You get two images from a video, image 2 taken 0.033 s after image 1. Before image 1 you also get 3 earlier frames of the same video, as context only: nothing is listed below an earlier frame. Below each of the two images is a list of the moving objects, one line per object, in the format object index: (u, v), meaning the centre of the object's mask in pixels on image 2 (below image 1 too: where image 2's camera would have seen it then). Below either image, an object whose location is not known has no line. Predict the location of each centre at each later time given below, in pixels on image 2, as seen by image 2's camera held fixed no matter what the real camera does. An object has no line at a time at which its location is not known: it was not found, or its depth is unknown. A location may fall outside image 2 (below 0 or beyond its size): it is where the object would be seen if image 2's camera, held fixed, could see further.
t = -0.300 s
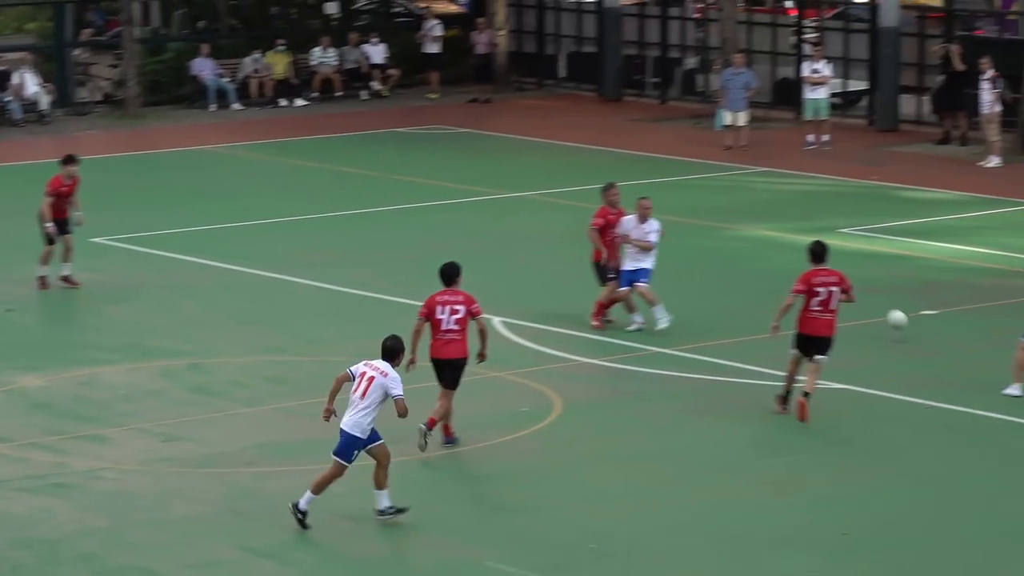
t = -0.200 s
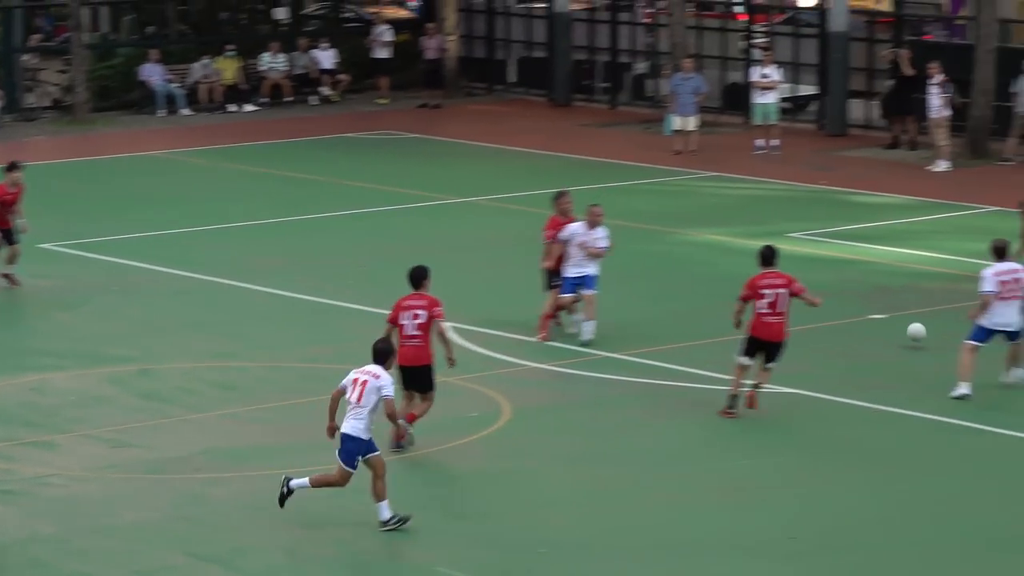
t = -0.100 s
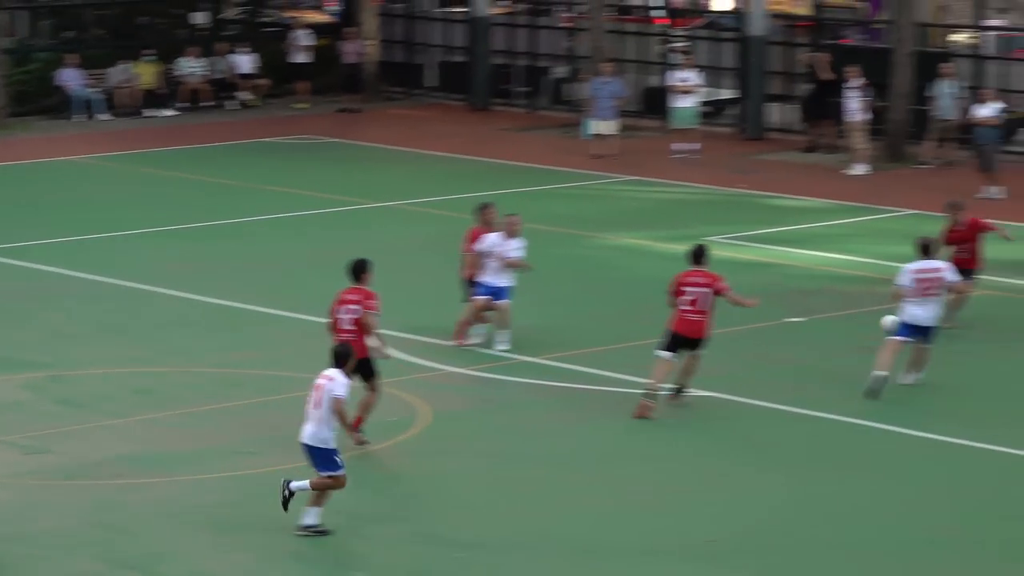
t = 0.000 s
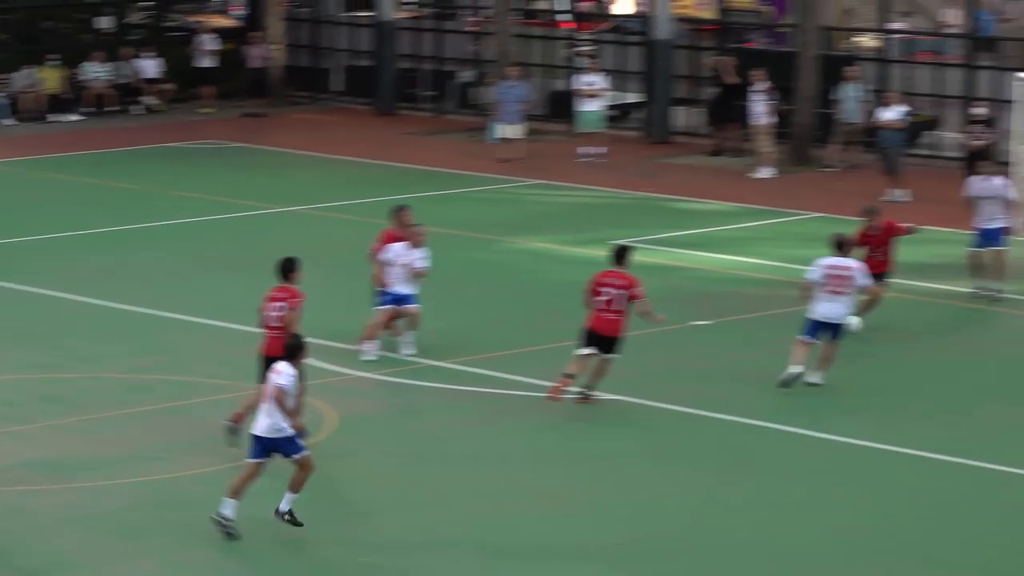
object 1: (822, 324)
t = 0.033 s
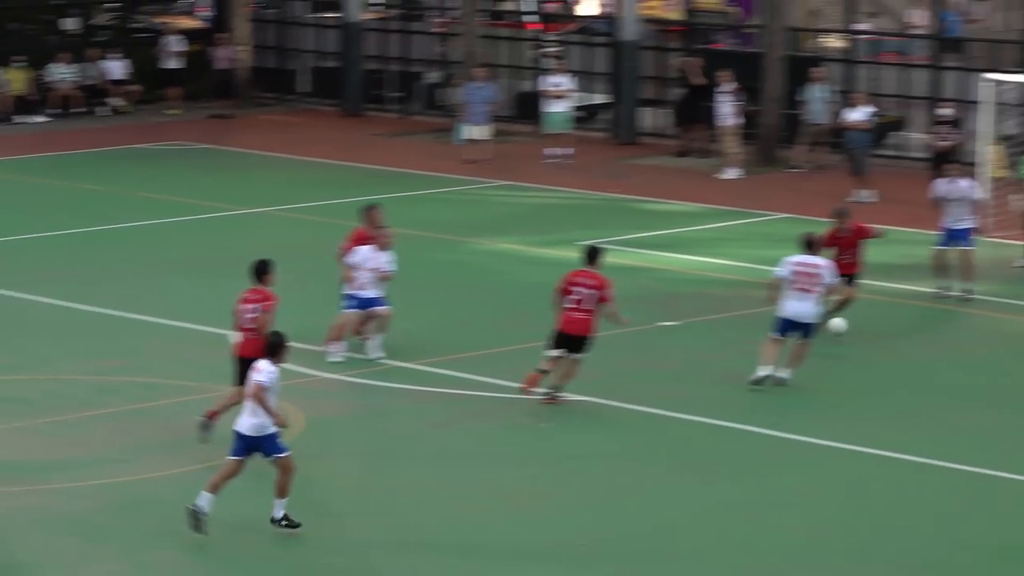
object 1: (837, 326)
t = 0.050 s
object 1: (846, 327)
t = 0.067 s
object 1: (854, 328)
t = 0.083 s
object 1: (863, 330)
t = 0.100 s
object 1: (872, 331)
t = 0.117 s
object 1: (880, 333)
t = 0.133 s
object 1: (889, 335)
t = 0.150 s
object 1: (897, 337)
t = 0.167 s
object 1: (906, 339)
